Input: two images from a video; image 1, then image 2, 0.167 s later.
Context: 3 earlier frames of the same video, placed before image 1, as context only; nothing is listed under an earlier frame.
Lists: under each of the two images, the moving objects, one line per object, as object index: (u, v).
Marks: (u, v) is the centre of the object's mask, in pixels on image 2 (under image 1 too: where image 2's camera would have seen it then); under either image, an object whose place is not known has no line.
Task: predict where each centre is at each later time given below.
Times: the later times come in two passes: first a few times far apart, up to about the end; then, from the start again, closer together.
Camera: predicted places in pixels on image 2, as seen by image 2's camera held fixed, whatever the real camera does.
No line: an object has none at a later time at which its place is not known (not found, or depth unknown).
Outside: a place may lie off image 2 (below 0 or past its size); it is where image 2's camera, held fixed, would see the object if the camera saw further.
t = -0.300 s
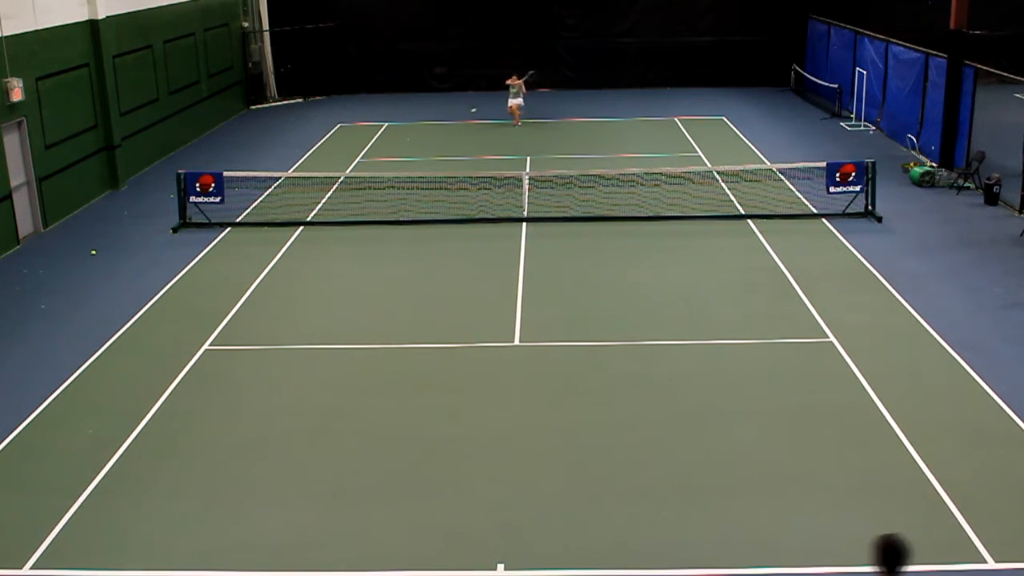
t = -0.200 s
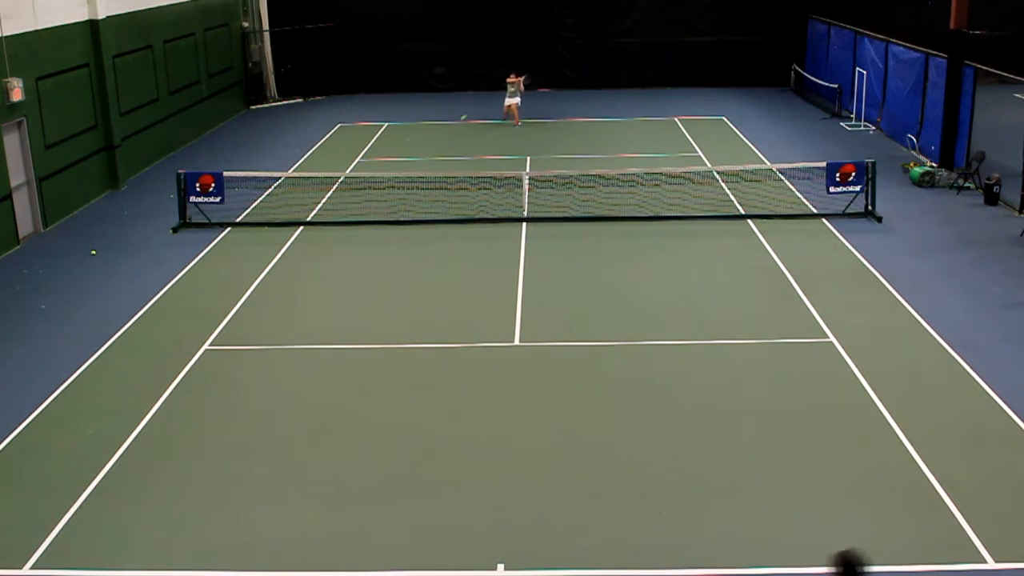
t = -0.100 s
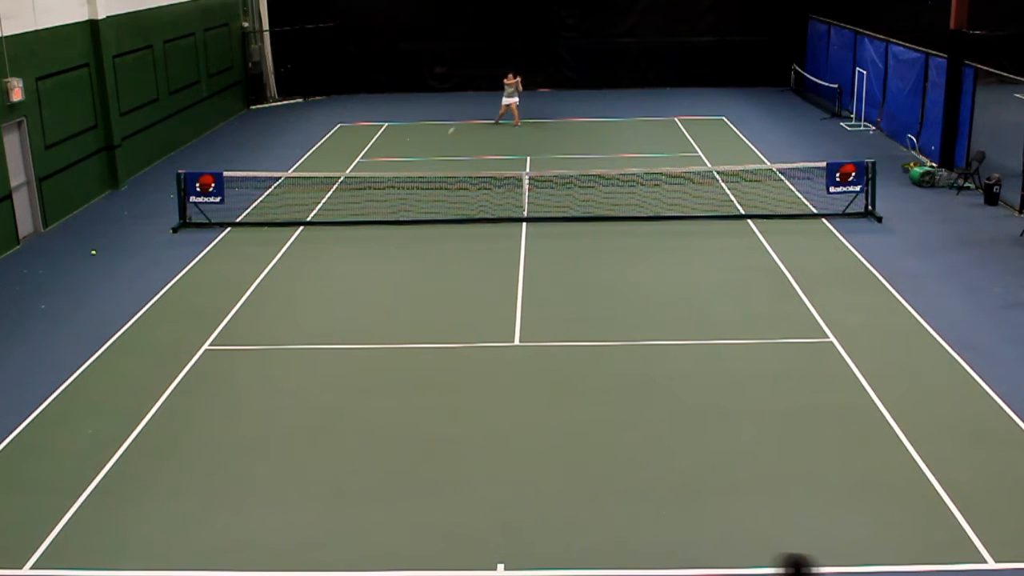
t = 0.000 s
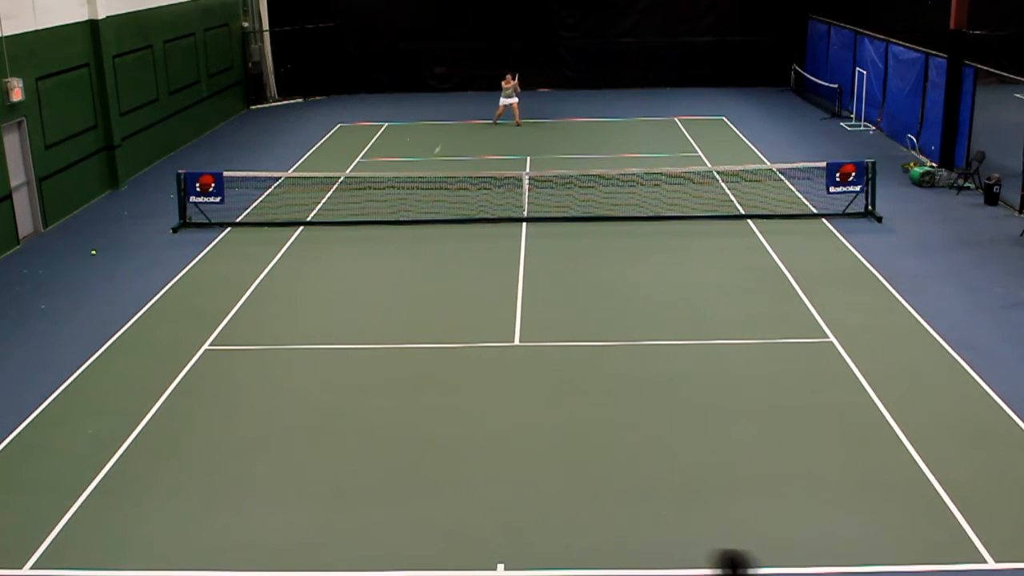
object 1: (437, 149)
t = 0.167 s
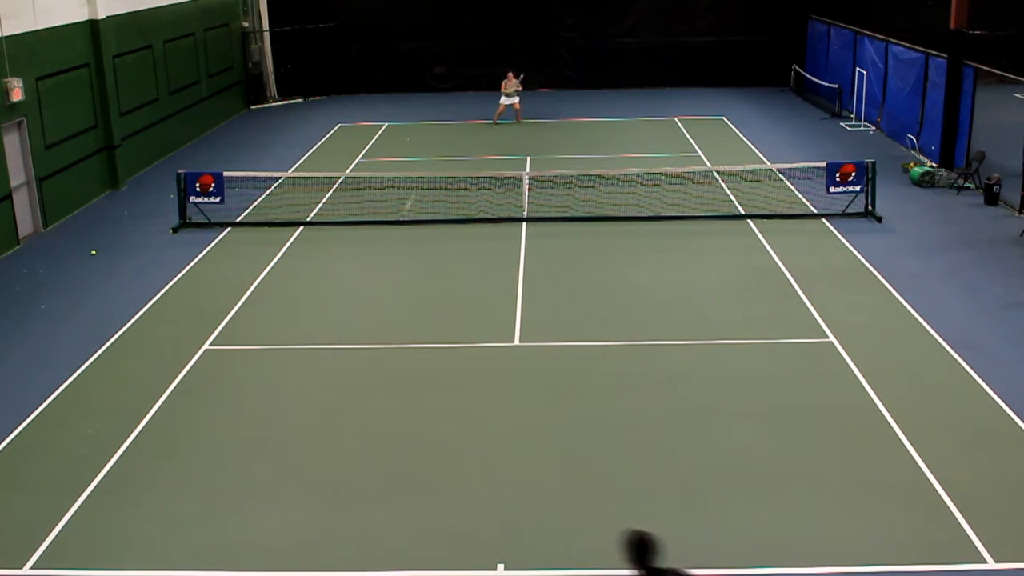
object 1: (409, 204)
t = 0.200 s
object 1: (402, 219)
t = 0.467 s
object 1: (337, 391)
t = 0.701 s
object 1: (268, 433)
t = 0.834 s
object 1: (217, 492)
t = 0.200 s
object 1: (402, 219)
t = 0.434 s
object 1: (345, 372)
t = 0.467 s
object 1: (337, 391)
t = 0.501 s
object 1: (327, 396)
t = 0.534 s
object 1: (319, 399)
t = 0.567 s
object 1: (309, 402)
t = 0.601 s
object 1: (300, 408)
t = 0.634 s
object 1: (290, 415)
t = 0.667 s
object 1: (279, 423)
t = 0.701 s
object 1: (268, 433)
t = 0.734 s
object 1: (256, 445)
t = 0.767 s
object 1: (243, 460)
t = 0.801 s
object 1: (231, 474)
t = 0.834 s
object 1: (217, 492)
